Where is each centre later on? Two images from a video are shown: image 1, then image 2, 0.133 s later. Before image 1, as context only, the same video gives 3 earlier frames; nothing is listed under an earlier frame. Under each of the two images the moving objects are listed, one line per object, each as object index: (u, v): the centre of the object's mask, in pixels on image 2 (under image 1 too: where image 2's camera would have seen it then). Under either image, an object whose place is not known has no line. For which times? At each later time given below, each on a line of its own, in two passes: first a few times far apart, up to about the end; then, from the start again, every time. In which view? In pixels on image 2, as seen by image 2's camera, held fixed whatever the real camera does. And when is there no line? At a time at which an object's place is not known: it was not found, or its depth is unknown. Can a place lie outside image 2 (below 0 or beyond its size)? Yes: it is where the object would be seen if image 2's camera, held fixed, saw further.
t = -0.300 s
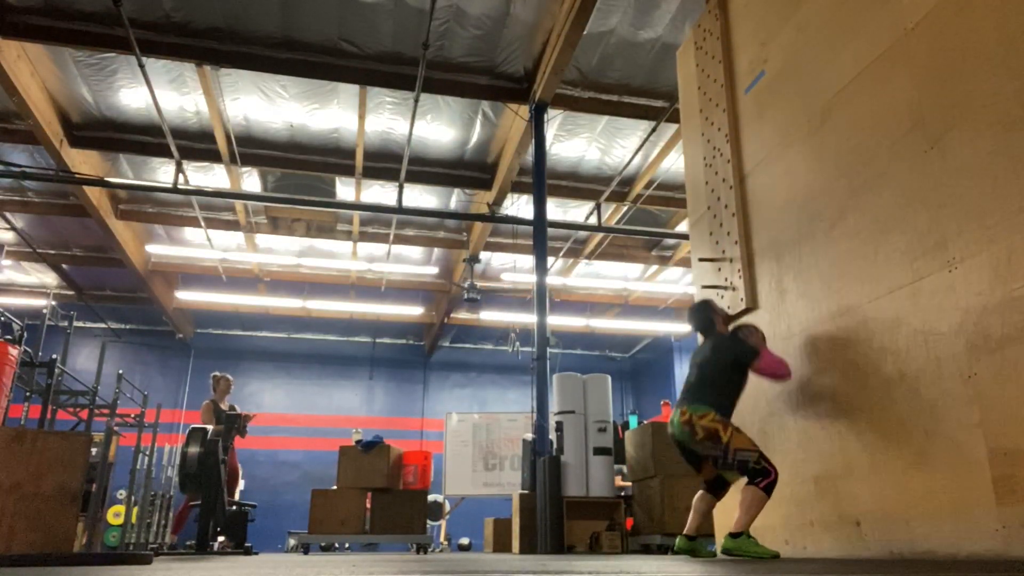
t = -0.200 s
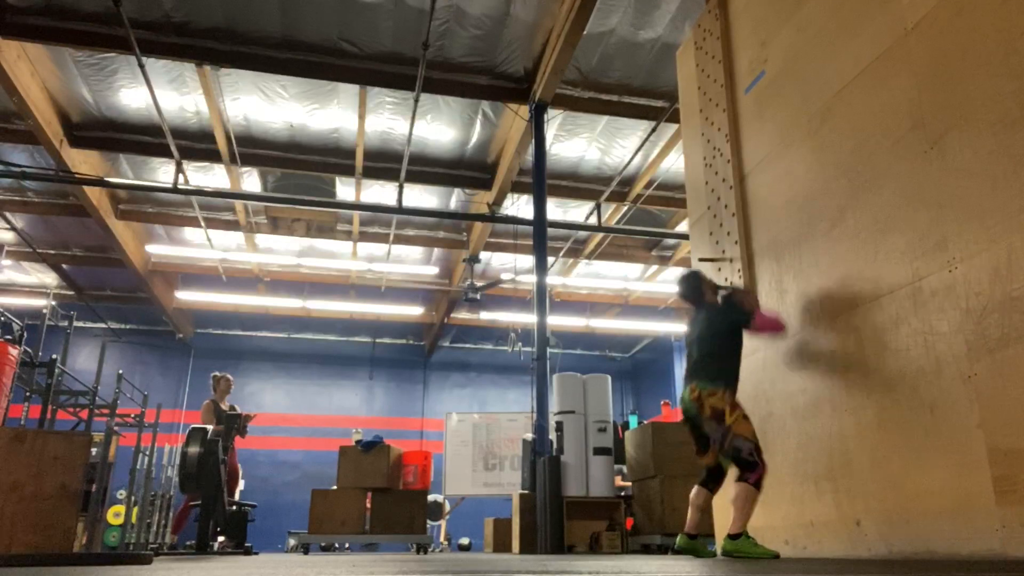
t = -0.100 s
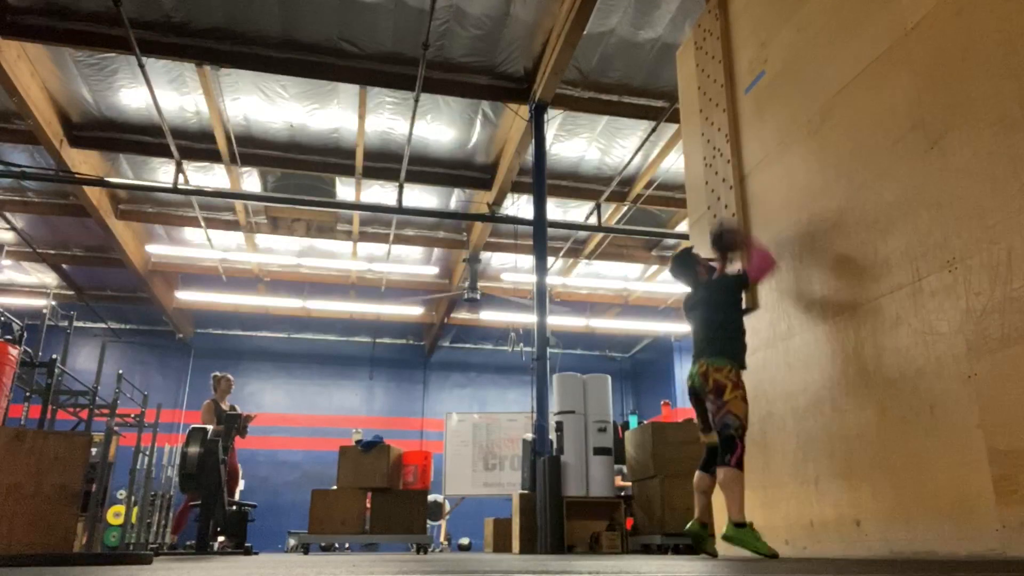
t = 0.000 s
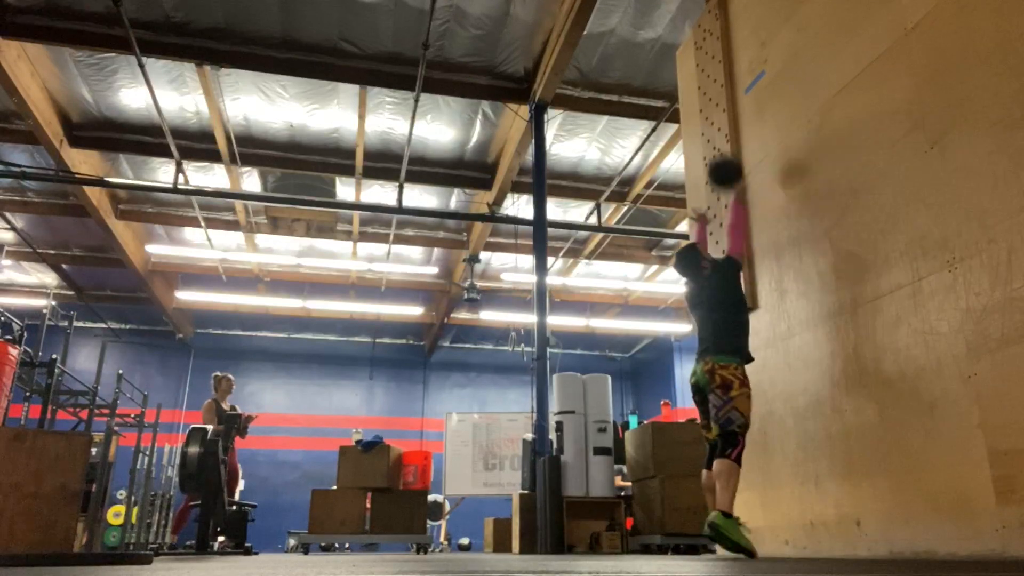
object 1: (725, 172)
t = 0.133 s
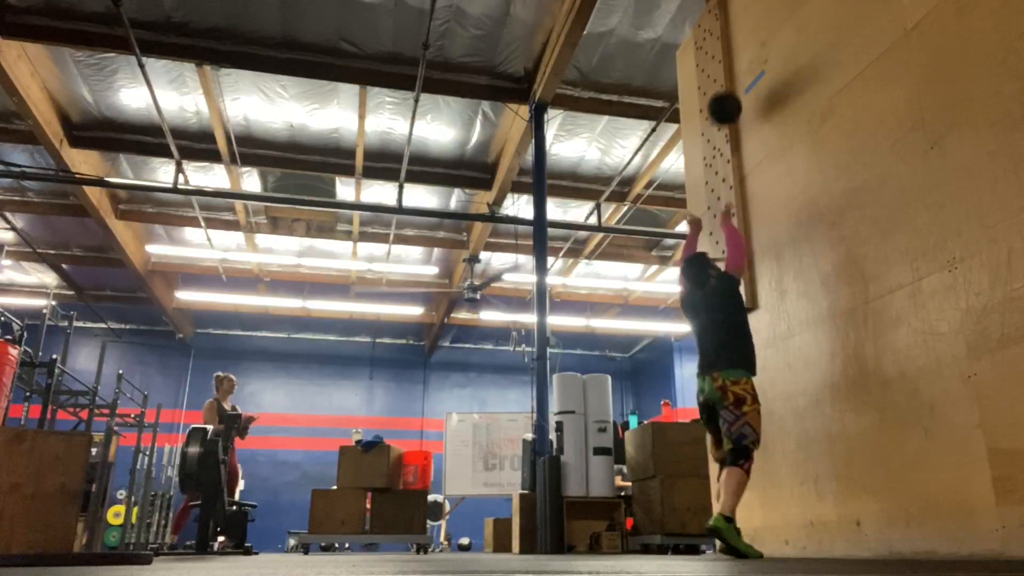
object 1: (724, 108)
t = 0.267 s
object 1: (726, 71)
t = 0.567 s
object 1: (728, 64)
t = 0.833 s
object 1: (725, 145)
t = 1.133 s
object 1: (735, 364)
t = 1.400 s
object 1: (743, 526)
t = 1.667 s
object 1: (742, 538)
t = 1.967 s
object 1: (741, 539)
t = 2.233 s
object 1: (741, 539)
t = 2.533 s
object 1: (741, 539)
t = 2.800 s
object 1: (741, 539)
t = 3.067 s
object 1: (741, 539)
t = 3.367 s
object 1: (741, 539)
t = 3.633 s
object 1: (741, 539)
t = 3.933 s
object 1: (741, 539)
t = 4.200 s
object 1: (741, 539)
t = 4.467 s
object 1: (741, 539)
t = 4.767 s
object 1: (741, 539)
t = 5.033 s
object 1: (741, 539)
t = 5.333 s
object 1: (741, 539)
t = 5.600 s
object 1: (741, 539)
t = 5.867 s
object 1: (741, 539)
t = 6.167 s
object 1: (741, 539)
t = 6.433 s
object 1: (741, 539)
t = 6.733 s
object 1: (741, 539)
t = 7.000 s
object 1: (741, 539)
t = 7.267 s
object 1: (741, 539)
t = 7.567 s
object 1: (741, 539)
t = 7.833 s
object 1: (741, 539)
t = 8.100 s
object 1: (741, 539)
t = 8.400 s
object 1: (741, 539)
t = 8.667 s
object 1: (741, 539)
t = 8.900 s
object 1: (741, 539)
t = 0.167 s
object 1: (725, 96)
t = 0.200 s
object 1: (725, 86)
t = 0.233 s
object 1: (725, 78)
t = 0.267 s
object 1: (726, 71)
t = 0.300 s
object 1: (727, 65)
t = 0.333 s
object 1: (727, 60)
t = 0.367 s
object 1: (728, 58)
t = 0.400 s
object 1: (730, 56)
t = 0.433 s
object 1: (731, 56)
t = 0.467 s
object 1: (731, 56)
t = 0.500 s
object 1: (730, 58)
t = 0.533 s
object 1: (729, 60)
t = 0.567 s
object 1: (728, 64)
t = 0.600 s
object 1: (727, 69)
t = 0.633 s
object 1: (726, 76)
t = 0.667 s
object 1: (726, 84)
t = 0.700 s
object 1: (725, 93)
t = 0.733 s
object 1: (725, 104)
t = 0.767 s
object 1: (725, 116)
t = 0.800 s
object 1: (725, 129)
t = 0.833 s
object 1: (725, 145)
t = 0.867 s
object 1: (726, 161)
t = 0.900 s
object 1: (726, 180)
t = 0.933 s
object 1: (727, 200)
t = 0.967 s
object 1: (727, 222)
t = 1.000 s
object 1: (728, 247)
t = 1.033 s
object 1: (729, 272)
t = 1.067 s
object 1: (730, 301)
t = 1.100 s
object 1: (733, 334)
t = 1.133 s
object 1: (735, 364)
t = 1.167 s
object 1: (737, 400)
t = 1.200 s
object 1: (740, 438)
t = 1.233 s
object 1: (742, 478)
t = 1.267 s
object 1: (746, 524)
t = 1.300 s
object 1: (746, 542)
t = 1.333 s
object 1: (745, 536)
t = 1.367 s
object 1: (744, 530)
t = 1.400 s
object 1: (743, 526)
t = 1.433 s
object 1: (743, 524)
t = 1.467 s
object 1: (742, 524)
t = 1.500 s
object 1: (742, 526)
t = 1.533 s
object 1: (742, 530)
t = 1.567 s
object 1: (742, 536)
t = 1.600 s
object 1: (742, 541)
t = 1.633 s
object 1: (742, 540)
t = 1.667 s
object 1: (742, 538)
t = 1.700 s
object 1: (741, 538)
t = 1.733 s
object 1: (741, 538)
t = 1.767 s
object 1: (741, 539)
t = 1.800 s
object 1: (741, 540)
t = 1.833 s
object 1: (741, 539)
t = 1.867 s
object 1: (741, 539)
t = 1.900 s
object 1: (741, 539)
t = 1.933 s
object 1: (741, 539)
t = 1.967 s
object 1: (741, 539)
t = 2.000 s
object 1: (741, 539)
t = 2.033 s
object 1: (741, 539)
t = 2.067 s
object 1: (741, 539)
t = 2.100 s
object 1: (741, 539)
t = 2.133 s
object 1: (741, 539)
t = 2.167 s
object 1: (741, 539)
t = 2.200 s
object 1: (741, 539)
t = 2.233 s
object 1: (741, 539)
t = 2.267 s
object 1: (741, 539)
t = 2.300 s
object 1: (741, 539)
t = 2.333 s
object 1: (741, 539)
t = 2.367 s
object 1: (741, 539)
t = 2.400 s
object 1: (741, 539)
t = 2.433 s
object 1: (741, 539)
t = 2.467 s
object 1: (741, 539)
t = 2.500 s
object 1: (741, 539)
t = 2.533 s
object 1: (741, 539)
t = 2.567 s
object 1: (741, 539)
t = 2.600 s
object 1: (741, 539)
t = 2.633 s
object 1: (741, 539)
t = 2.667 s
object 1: (741, 539)
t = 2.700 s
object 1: (741, 539)
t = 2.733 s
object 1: (741, 539)
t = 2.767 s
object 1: (741, 539)
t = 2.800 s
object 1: (741, 539)
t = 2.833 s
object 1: (741, 539)
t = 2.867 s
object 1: (741, 539)
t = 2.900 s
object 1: (741, 539)
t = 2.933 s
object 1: (741, 539)
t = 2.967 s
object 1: (741, 539)
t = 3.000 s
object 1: (741, 539)
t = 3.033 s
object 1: (741, 539)
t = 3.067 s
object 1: (741, 539)
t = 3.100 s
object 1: (741, 539)
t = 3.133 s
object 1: (741, 539)
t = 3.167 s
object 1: (741, 539)
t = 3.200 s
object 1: (741, 539)
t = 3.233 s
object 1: (741, 539)
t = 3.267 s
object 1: (741, 539)
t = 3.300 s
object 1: (741, 539)
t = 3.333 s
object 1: (741, 539)
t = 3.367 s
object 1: (741, 539)
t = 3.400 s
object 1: (741, 539)
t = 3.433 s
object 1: (741, 539)
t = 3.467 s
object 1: (741, 539)
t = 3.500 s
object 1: (741, 539)
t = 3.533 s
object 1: (741, 539)
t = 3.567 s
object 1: (741, 539)
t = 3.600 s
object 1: (741, 539)
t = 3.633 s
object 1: (741, 539)
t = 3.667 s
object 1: (741, 539)
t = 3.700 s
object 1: (741, 539)
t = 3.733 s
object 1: (741, 539)
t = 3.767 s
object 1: (741, 539)
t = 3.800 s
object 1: (741, 539)
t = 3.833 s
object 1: (741, 539)
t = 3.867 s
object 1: (741, 539)
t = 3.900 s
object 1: (741, 539)
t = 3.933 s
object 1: (741, 539)
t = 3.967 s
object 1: (741, 539)
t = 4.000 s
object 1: (741, 539)
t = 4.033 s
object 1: (741, 539)
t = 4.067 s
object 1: (741, 539)
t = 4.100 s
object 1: (741, 539)
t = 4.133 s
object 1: (741, 539)
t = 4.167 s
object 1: (741, 539)
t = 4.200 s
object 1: (741, 539)
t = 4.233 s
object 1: (741, 539)
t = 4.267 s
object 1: (741, 539)
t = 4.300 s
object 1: (741, 539)
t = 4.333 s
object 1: (741, 539)
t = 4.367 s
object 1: (741, 539)
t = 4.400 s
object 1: (741, 539)
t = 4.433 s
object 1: (741, 539)
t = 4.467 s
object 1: (741, 539)
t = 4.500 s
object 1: (741, 539)
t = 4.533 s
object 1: (741, 539)
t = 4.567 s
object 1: (741, 539)
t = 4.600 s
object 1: (741, 539)
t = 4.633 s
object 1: (741, 539)
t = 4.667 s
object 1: (741, 539)
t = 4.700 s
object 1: (741, 539)
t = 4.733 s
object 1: (741, 539)
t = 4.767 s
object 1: (741, 539)
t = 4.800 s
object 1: (741, 539)
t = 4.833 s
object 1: (741, 539)
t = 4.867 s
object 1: (741, 539)
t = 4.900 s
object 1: (741, 539)
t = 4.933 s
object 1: (741, 539)
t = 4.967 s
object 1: (741, 539)
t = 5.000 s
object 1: (741, 539)
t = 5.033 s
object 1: (741, 539)
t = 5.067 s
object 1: (741, 539)
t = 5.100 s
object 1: (741, 539)
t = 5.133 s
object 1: (741, 539)
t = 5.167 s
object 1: (741, 539)
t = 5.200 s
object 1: (741, 539)
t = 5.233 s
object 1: (741, 539)
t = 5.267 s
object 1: (741, 539)
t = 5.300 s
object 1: (741, 539)
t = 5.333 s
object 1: (741, 539)
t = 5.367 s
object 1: (741, 539)
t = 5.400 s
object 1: (741, 539)
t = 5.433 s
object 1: (741, 539)
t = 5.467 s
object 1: (741, 539)
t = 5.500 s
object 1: (741, 539)
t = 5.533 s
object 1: (741, 539)
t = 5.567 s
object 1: (741, 539)
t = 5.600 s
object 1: (741, 539)
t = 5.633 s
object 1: (741, 539)
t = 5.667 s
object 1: (741, 539)
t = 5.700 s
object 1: (741, 539)
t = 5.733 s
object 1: (741, 539)
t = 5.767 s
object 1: (741, 539)
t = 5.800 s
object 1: (741, 539)
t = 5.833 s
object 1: (741, 539)
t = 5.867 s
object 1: (741, 539)
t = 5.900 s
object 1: (741, 539)
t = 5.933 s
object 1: (741, 539)
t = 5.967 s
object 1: (741, 539)
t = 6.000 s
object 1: (741, 539)
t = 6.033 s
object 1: (741, 539)
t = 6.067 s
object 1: (741, 539)
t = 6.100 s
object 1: (741, 539)
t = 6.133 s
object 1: (741, 539)
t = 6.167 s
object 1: (741, 539)
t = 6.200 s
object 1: (741, 539)
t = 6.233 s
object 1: (741, 539)
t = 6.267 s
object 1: (741, 539)
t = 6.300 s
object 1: (741, 539)
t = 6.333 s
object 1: (741, 539)
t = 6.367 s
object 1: (741, 539)
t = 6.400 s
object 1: (741, 539)
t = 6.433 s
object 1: (741, 539)
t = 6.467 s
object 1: (741, 539)
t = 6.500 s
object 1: (741, 539)
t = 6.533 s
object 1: (741, 539)
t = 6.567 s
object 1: (741, 539)
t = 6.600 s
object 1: (741, 539)
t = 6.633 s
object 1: (741, 539)
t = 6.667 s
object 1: (741, 539)
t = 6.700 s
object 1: (741, 539)
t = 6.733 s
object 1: (741, 539)
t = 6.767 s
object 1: (741, 539)
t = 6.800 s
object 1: (741, 539)
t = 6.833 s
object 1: (741, 539)
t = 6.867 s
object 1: (741, 539)
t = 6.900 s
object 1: (741, 539)
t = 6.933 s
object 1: (741, 539)
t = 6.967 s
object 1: (741, 539)
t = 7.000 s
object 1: (741, 539)
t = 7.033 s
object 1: (741, 539)
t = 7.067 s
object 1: (741, 539)
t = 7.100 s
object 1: (741, 539)
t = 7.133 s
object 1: (741, 539)
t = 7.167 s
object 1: (741, 539)
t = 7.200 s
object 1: (741, 539)
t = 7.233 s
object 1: (741, 539)
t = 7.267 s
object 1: (741, 539)
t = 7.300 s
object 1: (741, 539)
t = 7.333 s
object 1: (741, 539)
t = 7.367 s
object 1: (741, 539)
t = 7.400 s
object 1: (741, 539)
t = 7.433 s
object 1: (741, 539)
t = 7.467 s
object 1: (741, 539)
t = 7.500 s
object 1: (741, 539)
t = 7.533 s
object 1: (741, 539)
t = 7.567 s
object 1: (741, 539)
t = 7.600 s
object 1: (741, 539)
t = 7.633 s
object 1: (741, 539)
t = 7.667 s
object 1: (741, 539)
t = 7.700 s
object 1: (741, 539)
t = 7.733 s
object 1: (741, 539)
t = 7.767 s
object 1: (741, 539)
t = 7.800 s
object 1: (741, 539)
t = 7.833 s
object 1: (741, 539)
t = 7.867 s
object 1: (741, 539)
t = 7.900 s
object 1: (741, 539)
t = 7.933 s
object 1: (741, 539)
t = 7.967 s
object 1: (741, 539)
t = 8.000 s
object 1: (741, 539)
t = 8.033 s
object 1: (741, 539)
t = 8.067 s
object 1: (741, 539)
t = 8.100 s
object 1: (741, 539)
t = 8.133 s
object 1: (741, 539)
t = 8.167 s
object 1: (741, 539)
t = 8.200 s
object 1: (741, 539)
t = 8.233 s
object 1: (741, 539)
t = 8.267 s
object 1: (741, 539)
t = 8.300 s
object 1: (741, 539)
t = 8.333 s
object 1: (741, 539)
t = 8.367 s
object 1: (741, 539)
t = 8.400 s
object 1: (741, 539)
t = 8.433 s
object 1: (741, 539)
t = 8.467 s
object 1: (741, 539)
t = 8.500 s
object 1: (741, 539)
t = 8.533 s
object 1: (741, 539)
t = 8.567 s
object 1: (741, 539)
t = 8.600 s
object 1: (741, 539)
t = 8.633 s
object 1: (741, 539)
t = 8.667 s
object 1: (741, 539)
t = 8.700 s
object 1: (741, 539)
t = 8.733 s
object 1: (741, 539)
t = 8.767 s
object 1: (741, 539)
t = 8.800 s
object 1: (741, 539)
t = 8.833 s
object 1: (741, 539)
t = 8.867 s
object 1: (741, 539)
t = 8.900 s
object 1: (741, 539)
